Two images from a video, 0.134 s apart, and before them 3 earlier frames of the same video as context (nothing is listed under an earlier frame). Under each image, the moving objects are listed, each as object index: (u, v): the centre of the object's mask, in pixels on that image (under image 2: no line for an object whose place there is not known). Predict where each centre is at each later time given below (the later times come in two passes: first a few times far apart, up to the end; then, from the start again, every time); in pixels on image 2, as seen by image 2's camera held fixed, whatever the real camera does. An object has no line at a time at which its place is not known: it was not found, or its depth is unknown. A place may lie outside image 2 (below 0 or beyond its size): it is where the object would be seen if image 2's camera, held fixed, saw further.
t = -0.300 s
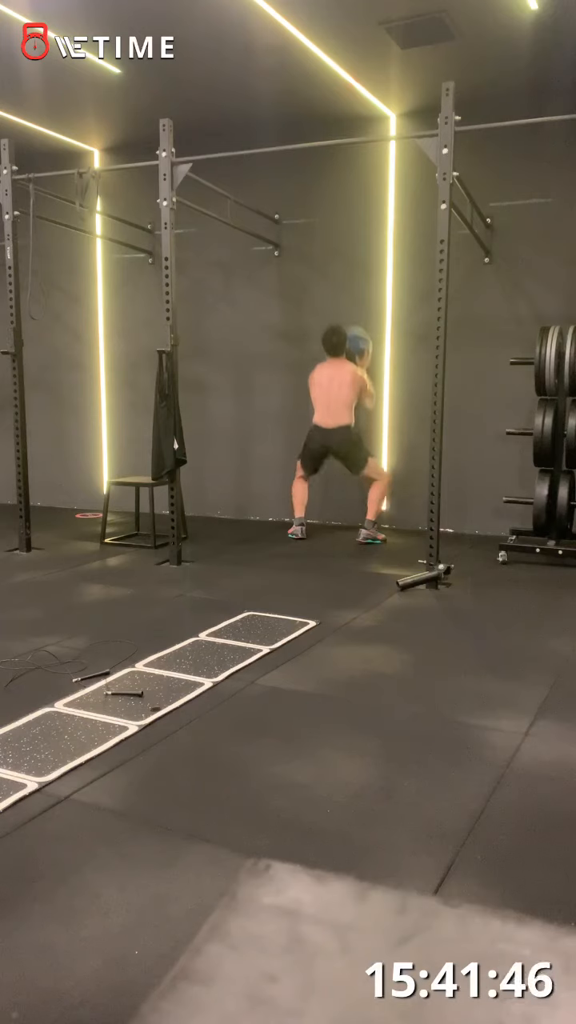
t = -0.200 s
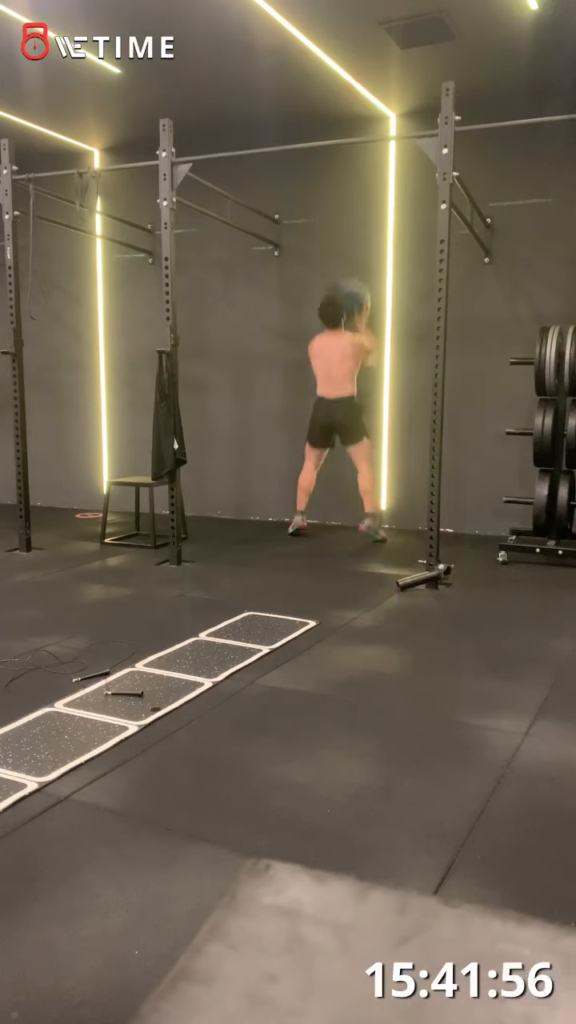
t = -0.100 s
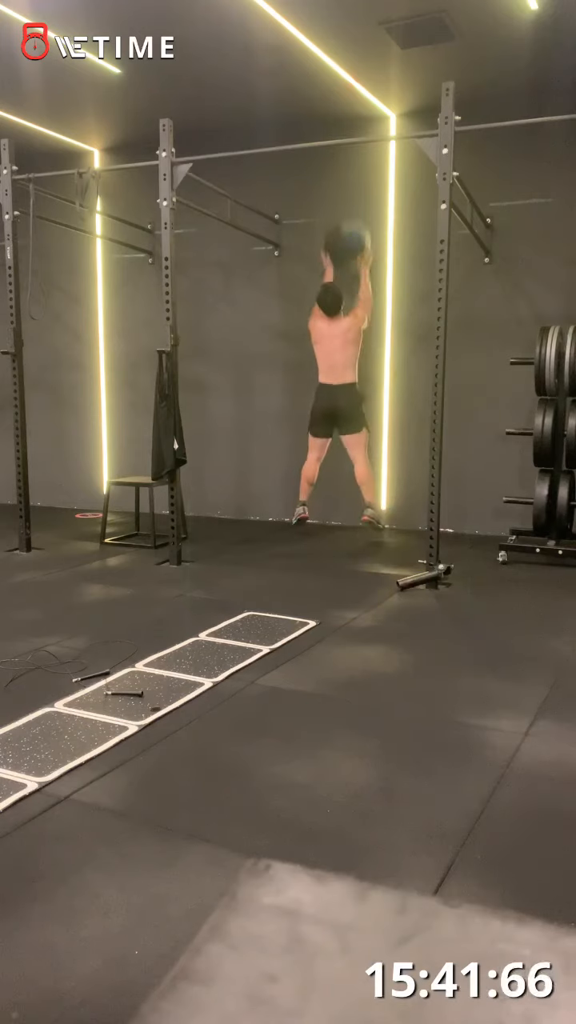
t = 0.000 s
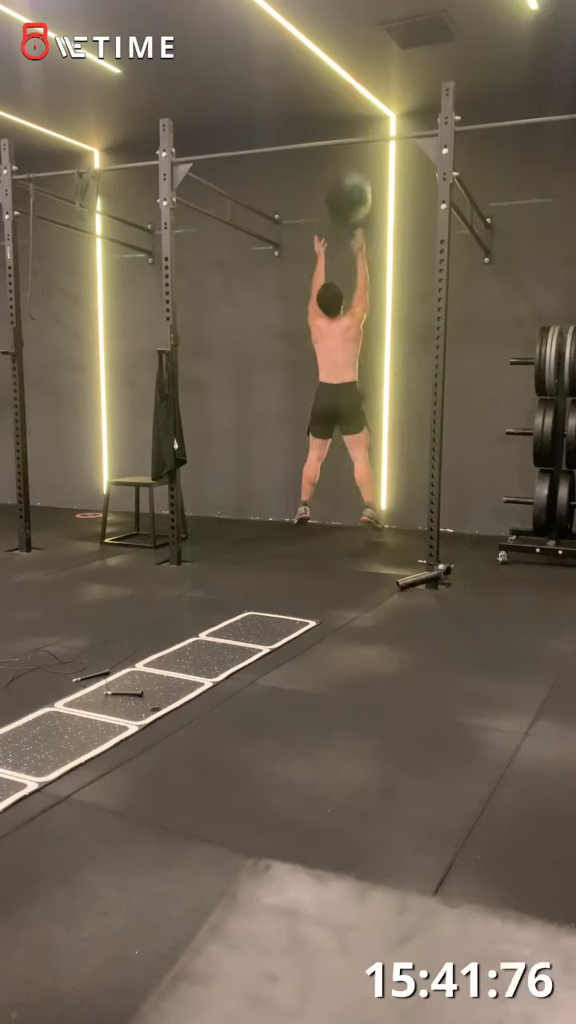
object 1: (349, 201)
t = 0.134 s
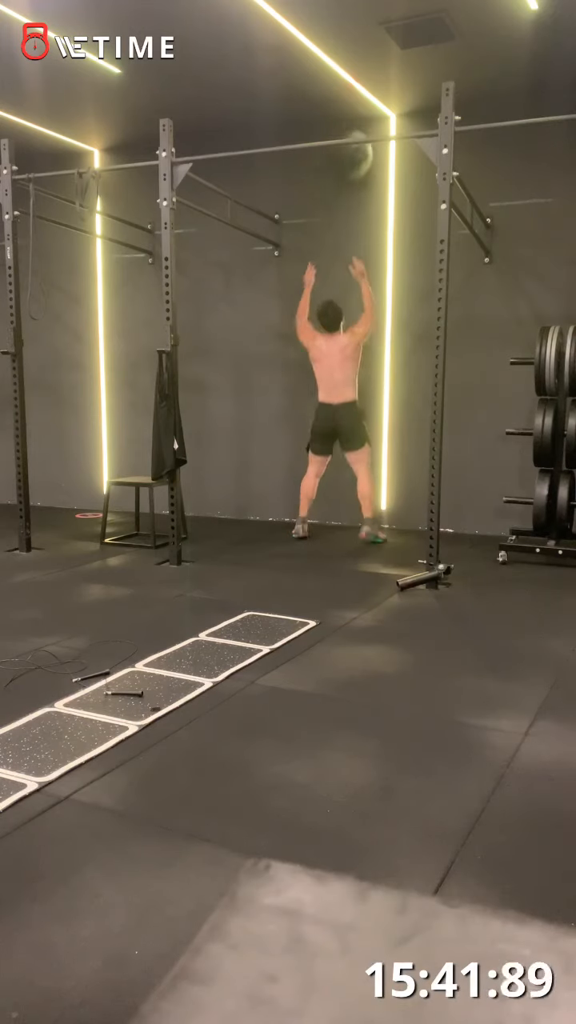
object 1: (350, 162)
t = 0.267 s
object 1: (355, 144)
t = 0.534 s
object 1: (347, 183)
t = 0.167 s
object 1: (356, 151)
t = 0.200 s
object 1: (357, 147)
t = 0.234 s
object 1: (358, 144)
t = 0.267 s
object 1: (355, 144)
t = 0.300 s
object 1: (357, 144)
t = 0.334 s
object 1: (355, 144)
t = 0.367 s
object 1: (355, 145)
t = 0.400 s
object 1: (355, 150)
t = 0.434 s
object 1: (356, 160)
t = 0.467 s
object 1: (351, 165)
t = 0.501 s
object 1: (347, 172)
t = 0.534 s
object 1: (347, 183)
